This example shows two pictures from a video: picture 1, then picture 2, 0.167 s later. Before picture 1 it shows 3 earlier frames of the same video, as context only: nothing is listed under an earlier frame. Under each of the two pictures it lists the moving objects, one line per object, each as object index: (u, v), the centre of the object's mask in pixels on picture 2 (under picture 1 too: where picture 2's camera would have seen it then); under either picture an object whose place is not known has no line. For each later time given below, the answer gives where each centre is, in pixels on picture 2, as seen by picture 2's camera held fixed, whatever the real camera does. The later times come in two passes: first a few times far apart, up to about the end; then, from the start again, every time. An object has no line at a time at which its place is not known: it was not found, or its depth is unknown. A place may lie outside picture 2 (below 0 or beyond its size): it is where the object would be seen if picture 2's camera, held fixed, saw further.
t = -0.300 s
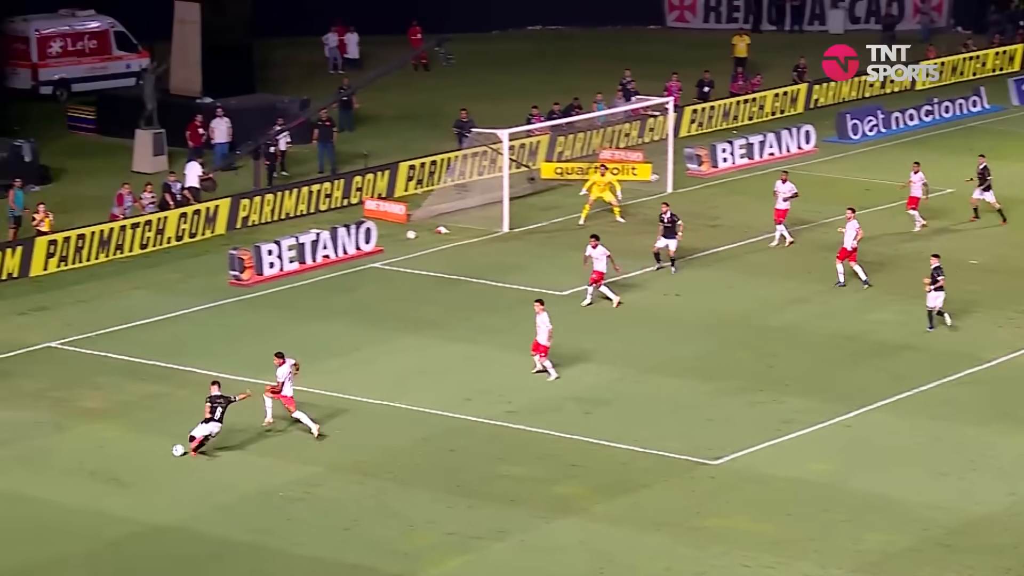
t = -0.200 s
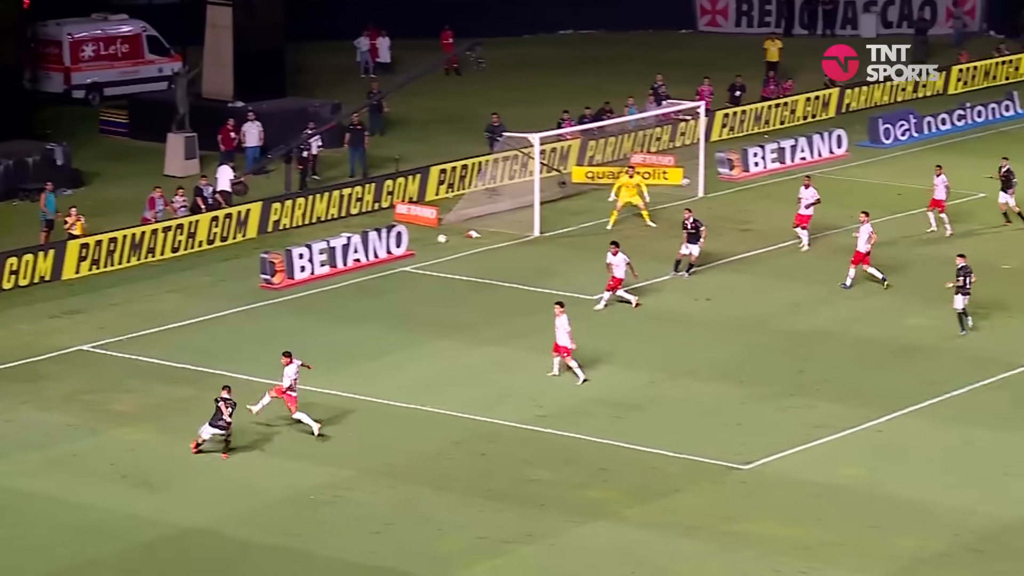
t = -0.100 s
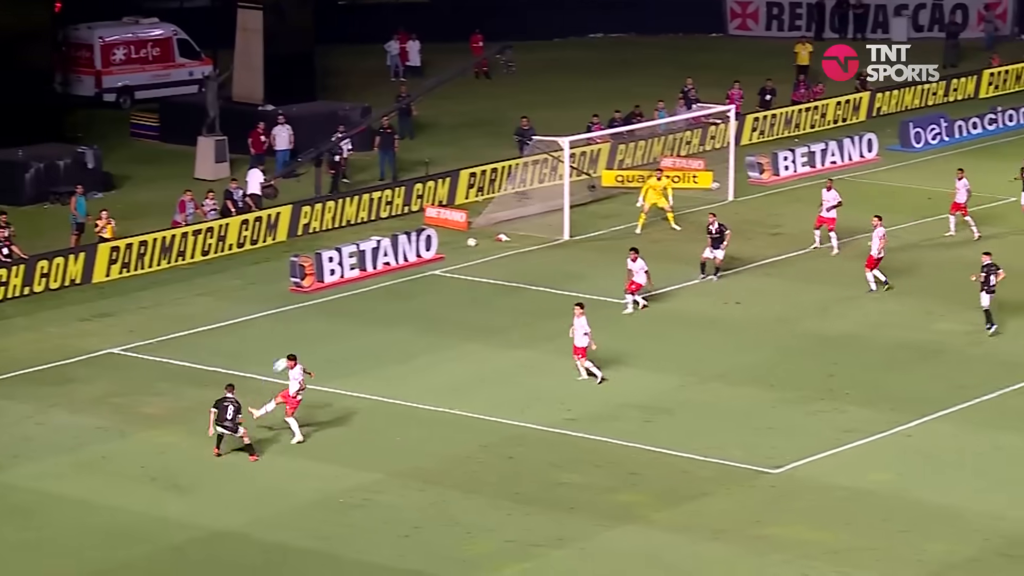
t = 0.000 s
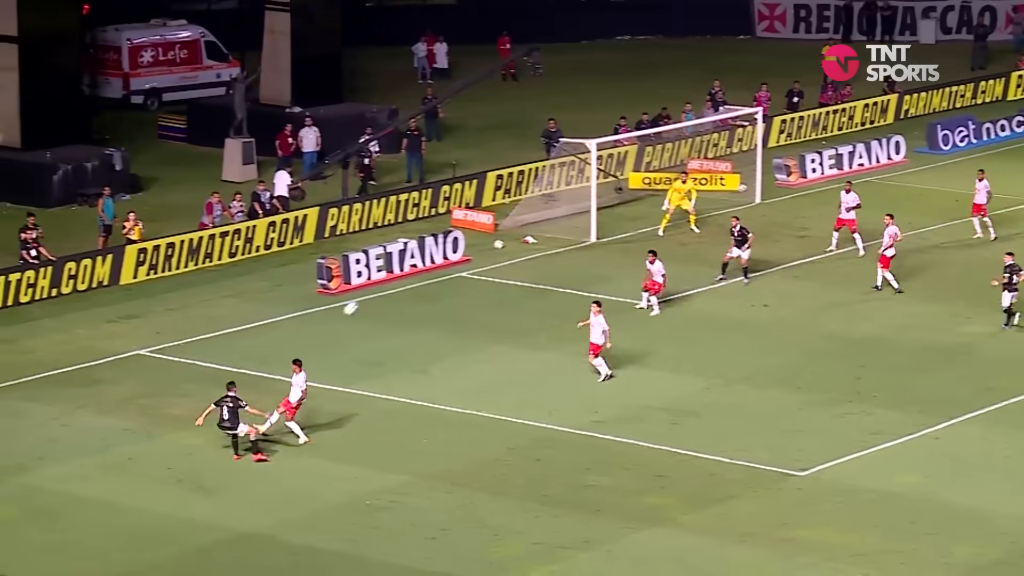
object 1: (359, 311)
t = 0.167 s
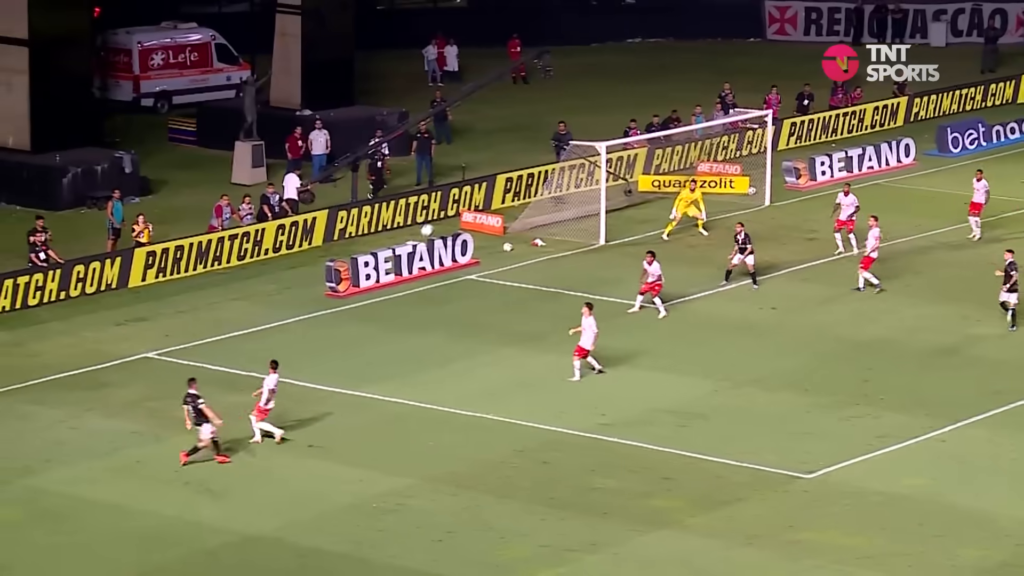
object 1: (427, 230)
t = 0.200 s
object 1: (440, 216)
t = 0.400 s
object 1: (514, 146)
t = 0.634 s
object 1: (595, 91)
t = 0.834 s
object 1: (662, 64)
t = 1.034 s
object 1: (726, 53)
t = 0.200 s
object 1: (440, 216)
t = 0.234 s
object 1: (452, 203)
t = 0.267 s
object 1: (465, 190)
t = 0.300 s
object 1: (477, 178)
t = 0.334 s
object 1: (490, 166)
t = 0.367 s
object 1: (502, 156)
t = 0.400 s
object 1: (514, 146)
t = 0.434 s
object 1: (526, 137)
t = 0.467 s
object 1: (537, 128)
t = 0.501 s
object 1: (549, 119)
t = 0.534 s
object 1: (561, 112)
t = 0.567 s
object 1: (572, 104)
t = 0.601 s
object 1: (584, 97)
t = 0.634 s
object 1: (595, 91)
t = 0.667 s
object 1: (607, 85)
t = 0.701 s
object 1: (618, 81)
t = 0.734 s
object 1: (629, 76)
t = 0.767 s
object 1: (640, 71)
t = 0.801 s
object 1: (651, 67)
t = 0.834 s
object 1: (662, 64)
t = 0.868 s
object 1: (673, 61)
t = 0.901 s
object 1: (684, 58)
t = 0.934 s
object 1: (694, 56)
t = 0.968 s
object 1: (705, 55)
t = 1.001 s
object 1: (716, 53)
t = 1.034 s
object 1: (726, 53)
